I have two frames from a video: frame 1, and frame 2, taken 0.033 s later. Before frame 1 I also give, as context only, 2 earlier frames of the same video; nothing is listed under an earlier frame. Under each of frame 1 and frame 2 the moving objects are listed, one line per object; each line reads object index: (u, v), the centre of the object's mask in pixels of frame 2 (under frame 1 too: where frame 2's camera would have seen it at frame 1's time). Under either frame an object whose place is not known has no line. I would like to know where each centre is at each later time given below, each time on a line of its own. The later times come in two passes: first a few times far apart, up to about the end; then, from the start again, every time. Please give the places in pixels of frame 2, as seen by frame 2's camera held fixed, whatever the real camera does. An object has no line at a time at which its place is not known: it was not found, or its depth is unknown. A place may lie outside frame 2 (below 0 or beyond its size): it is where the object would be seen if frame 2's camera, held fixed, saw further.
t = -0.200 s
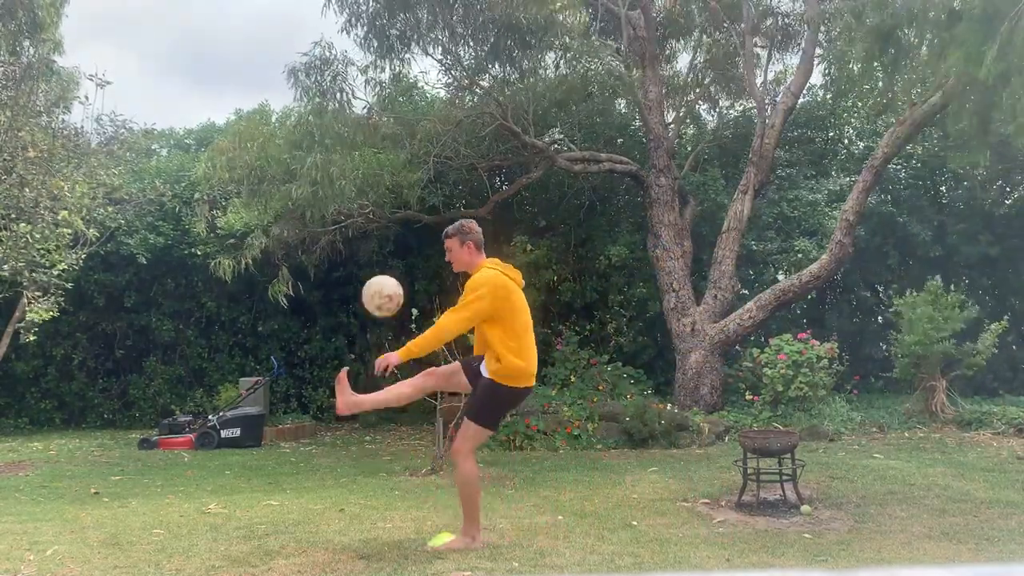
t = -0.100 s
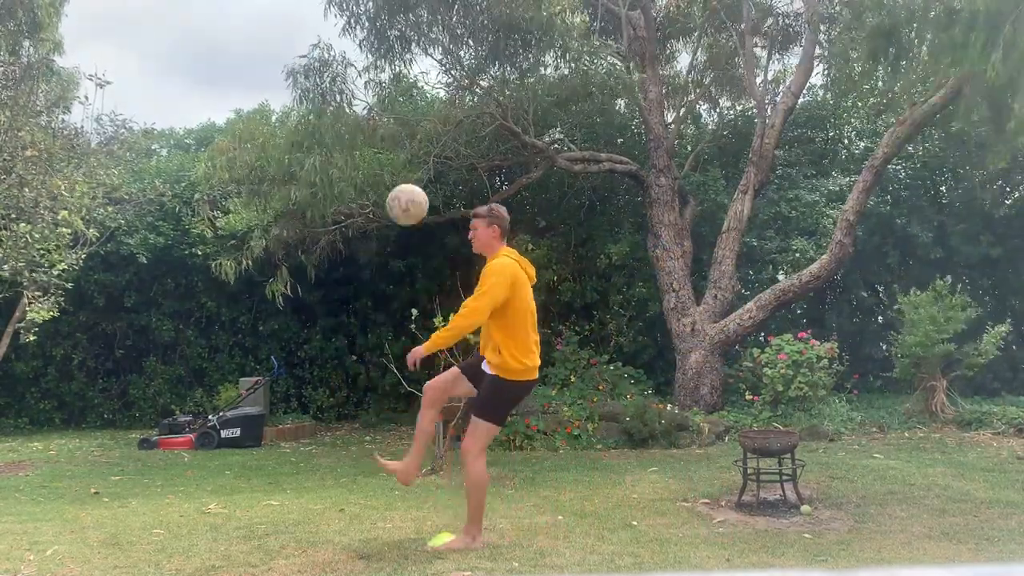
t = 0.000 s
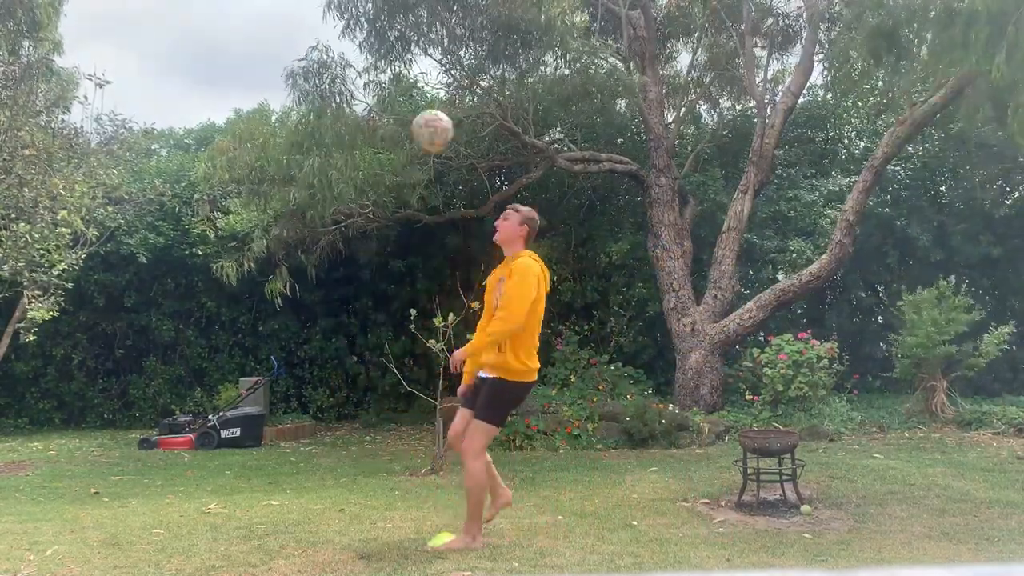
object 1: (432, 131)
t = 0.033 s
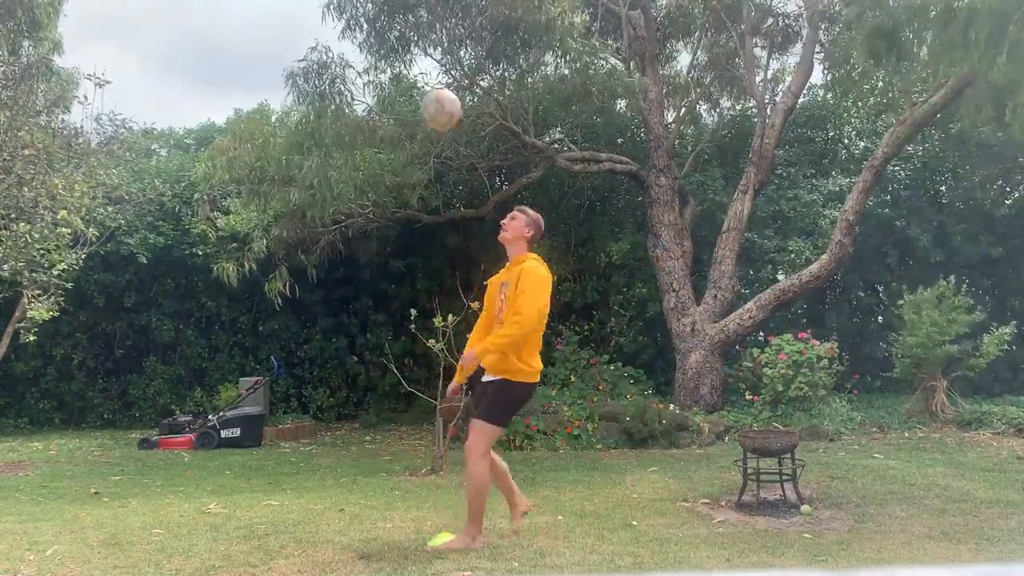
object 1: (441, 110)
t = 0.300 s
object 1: (511, 19)
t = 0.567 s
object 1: (588, 63)
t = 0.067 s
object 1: (450, 90)
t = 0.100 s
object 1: (457, 74)
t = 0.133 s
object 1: (466, 59)
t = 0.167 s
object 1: (474, 46)
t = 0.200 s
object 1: (484, 36)
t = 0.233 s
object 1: (494, 28)
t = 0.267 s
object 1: (501, 23)
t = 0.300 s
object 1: (511, 19)
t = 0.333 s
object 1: (520, 18)
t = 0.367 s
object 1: (531, 18)
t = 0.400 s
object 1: (541, 21)
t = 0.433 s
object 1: (549, 23)
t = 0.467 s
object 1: (559, 29)
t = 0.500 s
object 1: (568, 39)
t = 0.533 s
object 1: (577, 49)
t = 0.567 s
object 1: (588, 63)
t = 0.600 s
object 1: (597, 78)
